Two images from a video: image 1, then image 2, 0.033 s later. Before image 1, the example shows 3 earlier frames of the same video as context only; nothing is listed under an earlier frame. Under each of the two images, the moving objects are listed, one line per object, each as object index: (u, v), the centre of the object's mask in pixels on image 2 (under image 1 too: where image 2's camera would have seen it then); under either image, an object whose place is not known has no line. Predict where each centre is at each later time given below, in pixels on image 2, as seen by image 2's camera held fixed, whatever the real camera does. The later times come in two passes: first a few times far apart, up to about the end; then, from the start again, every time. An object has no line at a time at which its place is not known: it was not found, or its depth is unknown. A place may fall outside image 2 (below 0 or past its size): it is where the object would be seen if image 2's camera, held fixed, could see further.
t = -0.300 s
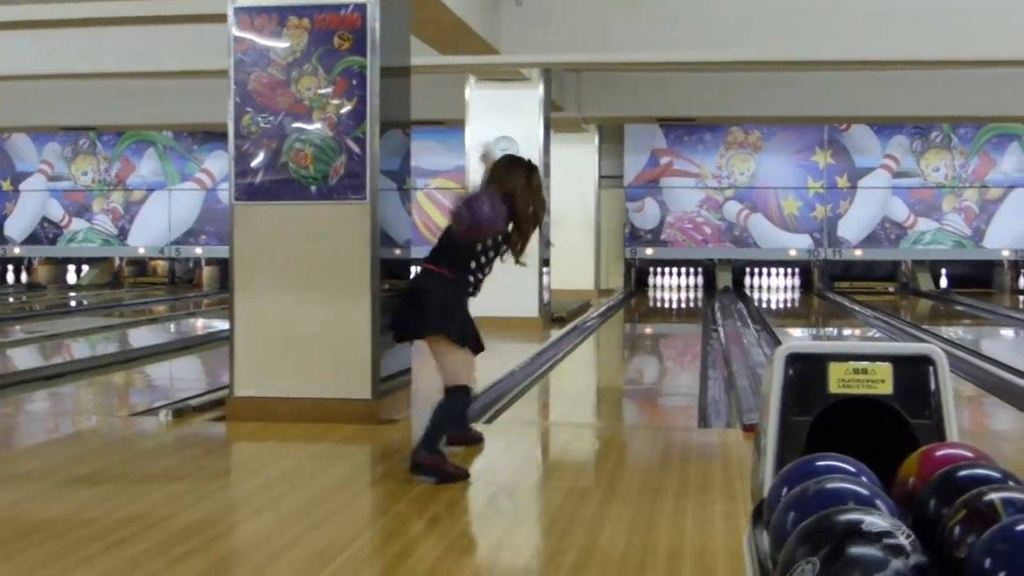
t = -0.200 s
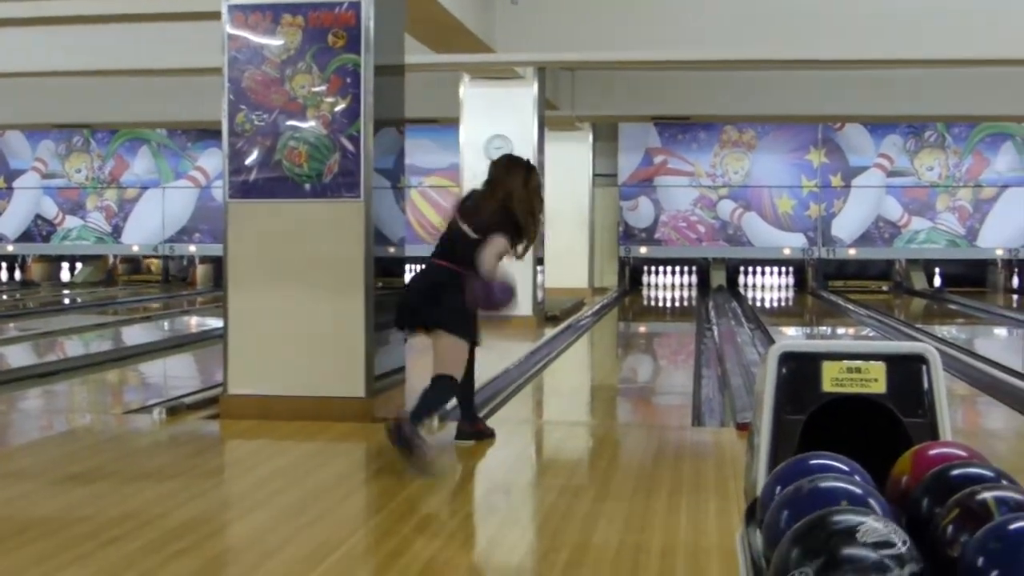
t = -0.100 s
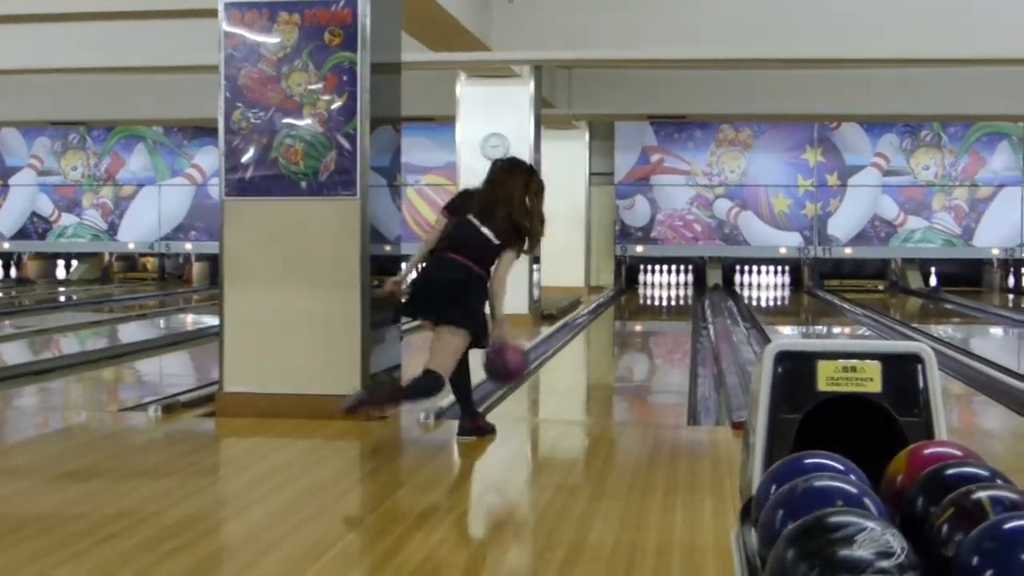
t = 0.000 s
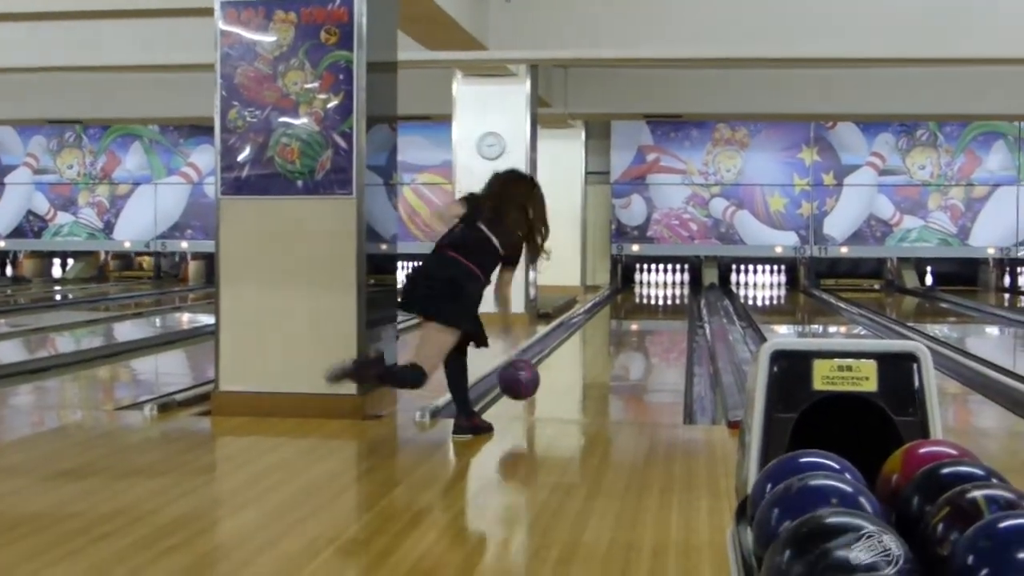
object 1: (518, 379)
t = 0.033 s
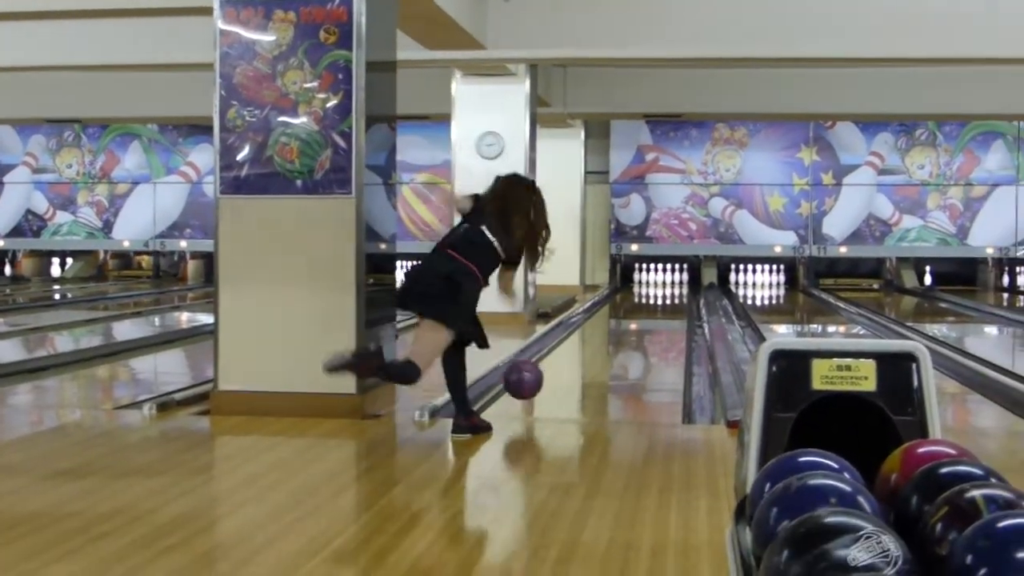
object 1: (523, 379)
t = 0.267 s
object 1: (551, 365)
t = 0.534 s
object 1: (573, 341)
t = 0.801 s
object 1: (588, 326)
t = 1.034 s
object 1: (599, 313)
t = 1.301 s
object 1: (609, 307)
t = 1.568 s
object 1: (618, 298)
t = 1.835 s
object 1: (625, 293)
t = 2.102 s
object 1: (631, 286)
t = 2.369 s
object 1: (642, 282)
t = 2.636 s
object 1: (650, 281)
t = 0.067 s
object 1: (528, 382)
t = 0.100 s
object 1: (533, 385)
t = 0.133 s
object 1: (537, 379)
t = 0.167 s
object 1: (541, 375)
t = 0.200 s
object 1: (545, 371)
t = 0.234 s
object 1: (548, 368)
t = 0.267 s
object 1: (551, 365)
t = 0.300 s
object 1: (555, 361)
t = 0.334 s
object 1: (558, 358)
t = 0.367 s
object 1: (561, 354)
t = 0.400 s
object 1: (563, 351)
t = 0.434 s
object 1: (566, 349)
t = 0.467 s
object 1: (568, 346)
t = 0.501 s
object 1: (571, 344)
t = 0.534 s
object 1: (573, 341)
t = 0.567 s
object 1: (575, 338)
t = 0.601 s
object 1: (577, 336)
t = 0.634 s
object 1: (579, 334)
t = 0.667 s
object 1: (581, 332)
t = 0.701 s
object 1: (583, 330)
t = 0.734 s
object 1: (585, 328)
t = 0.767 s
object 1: (587, 327)
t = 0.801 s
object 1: (588, 326)
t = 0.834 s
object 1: (590, 323)
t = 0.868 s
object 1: (592, 321)
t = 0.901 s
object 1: (594, 319)
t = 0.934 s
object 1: (595, 318)
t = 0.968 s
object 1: (596, 317)
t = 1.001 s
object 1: (597, 315)
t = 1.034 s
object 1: (599, 313)
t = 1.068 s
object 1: (600, 313)
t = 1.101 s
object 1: (601, 312)
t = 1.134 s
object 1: (603, 311)
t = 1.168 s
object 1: (604, 310)
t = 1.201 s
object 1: (605, 309)
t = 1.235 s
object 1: (606, 309)
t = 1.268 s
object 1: (607, 307)
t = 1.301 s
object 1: (609, 307)
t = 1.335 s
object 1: (610, 305)
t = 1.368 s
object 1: (611, 303)
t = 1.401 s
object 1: (612, 302)
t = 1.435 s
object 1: (614, 300)
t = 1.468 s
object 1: (615, 299)
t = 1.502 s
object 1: (615, 299)
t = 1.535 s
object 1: (617, 299)
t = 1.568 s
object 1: (618, 298)
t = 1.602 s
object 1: (619, 297)
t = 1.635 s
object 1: (619, 296)
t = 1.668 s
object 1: (620, 295)
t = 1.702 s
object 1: (621, 294)
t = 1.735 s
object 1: (621, 294)
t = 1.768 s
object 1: (623, 293)
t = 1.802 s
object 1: (625, 293)
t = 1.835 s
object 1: (625, 293)
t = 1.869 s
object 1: (625, 292)
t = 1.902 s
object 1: (627, 291)
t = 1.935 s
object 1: (628, 288)
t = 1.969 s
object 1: (628, 288)
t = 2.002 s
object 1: (629, 287)
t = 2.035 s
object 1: (630, 287)
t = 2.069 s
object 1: (631, 286)
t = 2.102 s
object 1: (631, 286)
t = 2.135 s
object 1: (633, 284)
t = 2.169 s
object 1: (633, 284)
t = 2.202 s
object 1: (635, 284)
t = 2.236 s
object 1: (635, 284)
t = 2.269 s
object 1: (637, 284)
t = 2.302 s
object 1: (640, 283)
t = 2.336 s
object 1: (641, 283)
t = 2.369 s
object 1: (642, 282)
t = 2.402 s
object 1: (642, 281)
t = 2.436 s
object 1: (643, 282)
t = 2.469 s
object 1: (643, 283)
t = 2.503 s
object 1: (644, 282)
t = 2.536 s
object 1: (646, 282)
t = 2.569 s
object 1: (649, 281)
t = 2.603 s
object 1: (649, 281)
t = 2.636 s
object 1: (650, 281)
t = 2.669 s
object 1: (651, 282)
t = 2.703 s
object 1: (652, 280)
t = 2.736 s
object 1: (652, 279)
